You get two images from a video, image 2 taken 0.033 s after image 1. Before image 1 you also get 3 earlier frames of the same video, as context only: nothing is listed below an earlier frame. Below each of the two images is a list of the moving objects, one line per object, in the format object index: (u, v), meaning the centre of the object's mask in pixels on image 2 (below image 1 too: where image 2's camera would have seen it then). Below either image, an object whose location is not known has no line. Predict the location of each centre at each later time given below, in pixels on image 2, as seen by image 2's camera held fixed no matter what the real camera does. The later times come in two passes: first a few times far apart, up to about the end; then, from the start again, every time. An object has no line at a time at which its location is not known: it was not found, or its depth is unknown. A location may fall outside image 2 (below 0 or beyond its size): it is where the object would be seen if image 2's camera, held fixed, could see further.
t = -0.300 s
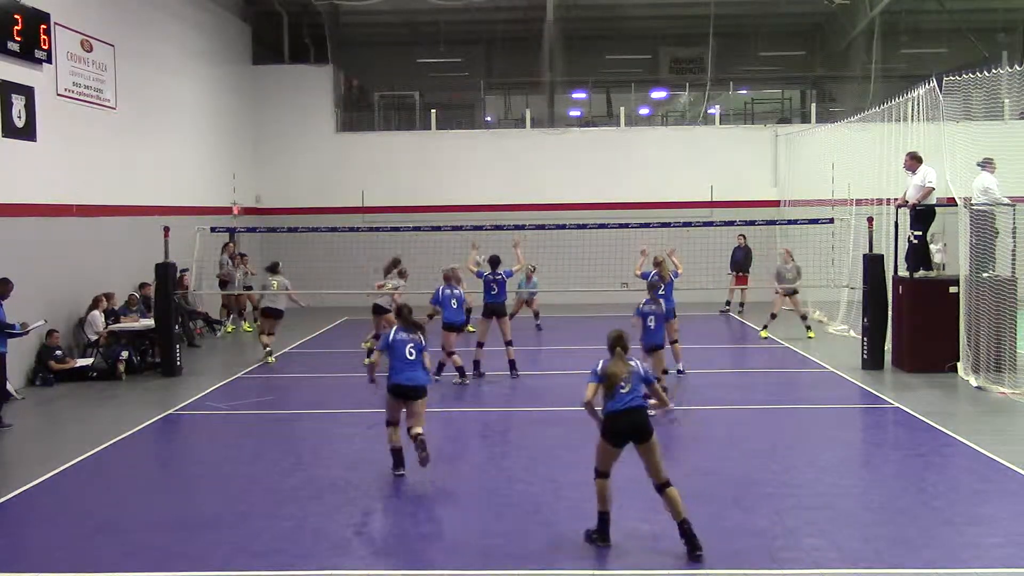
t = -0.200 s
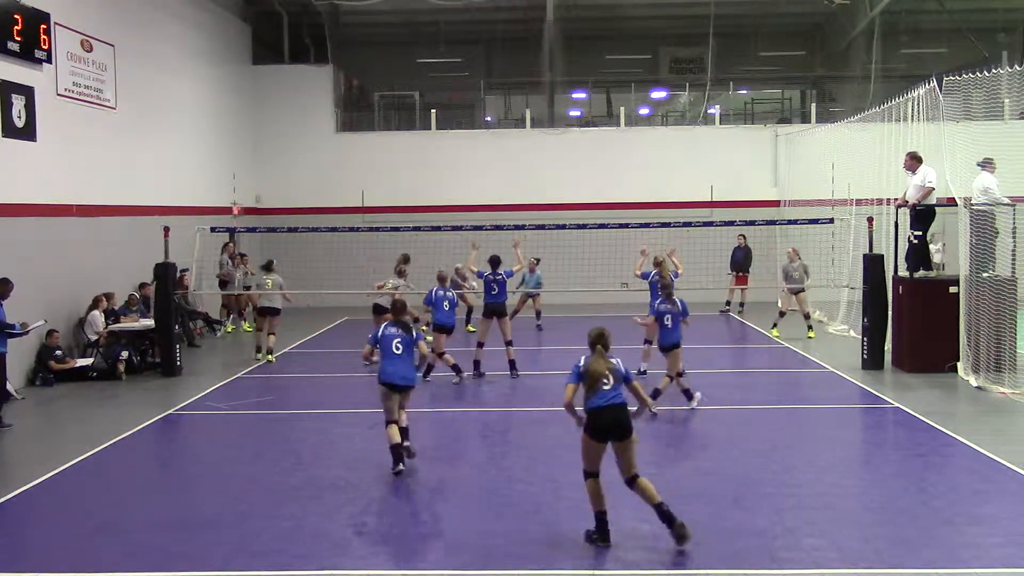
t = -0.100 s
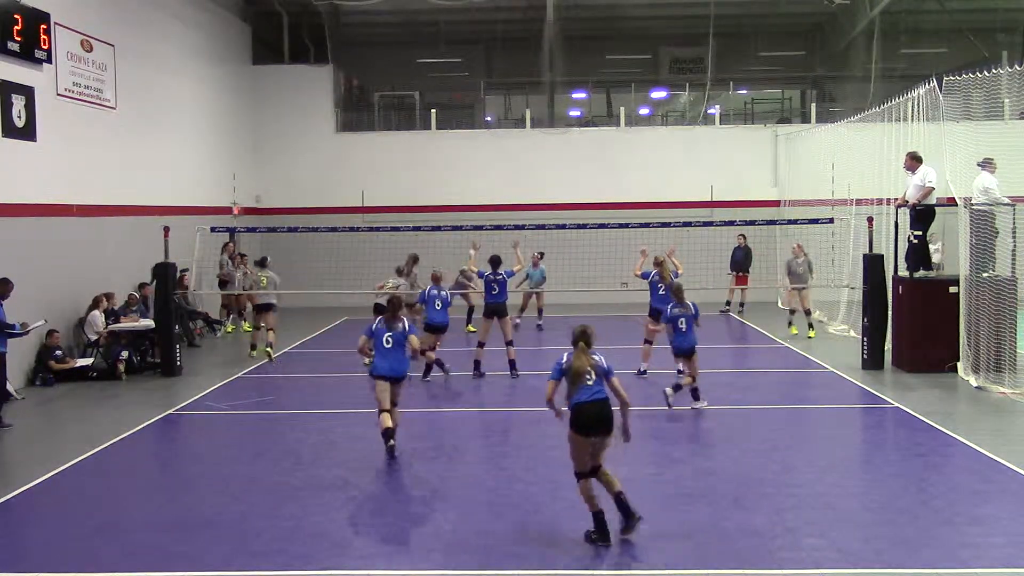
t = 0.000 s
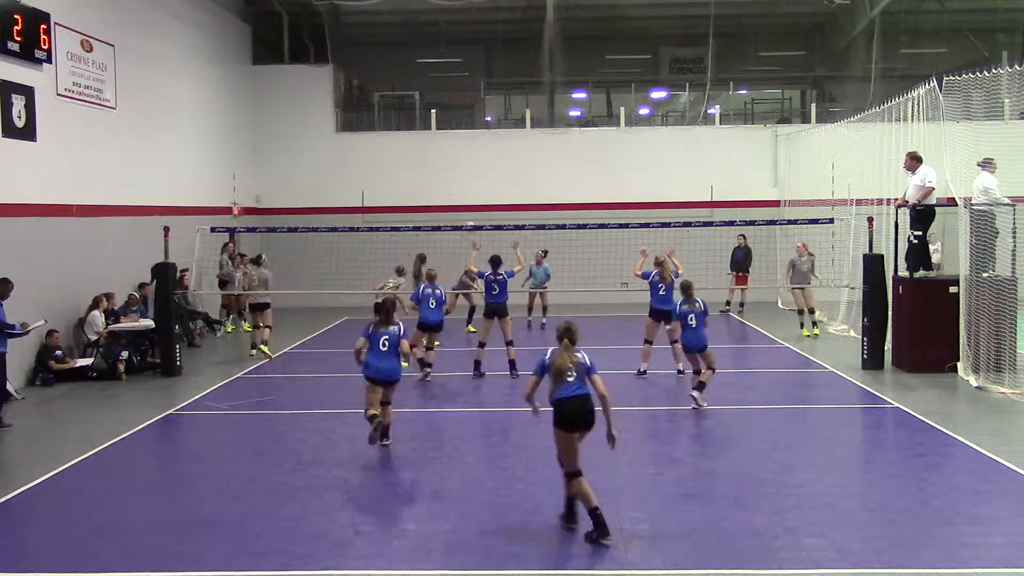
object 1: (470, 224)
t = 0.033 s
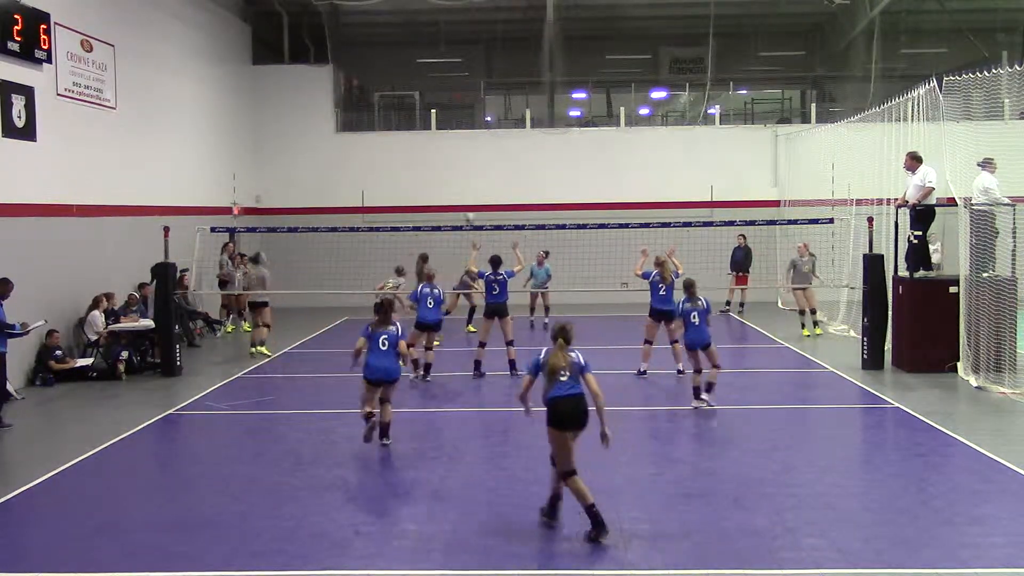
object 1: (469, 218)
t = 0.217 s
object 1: (465, 183)
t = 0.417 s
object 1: (461, 162)
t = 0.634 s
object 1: (456, 161)
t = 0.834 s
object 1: (451, 184)
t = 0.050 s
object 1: (469, 215)
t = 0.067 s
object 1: (469, 211)
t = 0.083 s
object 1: (469, 207)
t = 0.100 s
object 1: (469, 200)
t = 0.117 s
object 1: (467, 200)
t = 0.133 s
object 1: (467, 198)
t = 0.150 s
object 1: (467, 194)
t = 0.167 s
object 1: (466, 191)
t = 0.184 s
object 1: (466, 188)
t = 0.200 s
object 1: (465, 185)
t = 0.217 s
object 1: (465, 183)
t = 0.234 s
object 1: (465, 180)
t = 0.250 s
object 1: (464, 178)
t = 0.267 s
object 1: (464, 176)
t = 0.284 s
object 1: (464, 174)
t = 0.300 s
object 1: (464, 174)
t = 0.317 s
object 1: (462, 170)
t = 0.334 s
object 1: (462, 168)
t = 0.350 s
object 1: (462, 166)
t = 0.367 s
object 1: (462, 165)
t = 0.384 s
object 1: (461, 164)
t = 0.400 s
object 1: (461, 162)
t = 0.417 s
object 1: (461, 162)
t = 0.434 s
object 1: (460, 161)
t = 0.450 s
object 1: (459, 160)
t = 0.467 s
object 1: (459, 159)
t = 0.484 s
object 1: (458, 159)
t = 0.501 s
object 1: (459, 159)
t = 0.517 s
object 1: (458, 159)
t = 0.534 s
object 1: (458, 159)
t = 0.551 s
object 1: (457, 159)
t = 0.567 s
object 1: (457, 159)
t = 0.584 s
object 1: (457, 159)
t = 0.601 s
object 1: (456, 160)
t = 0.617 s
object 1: (456, 161)
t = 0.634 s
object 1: (456, 161)
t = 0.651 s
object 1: (455, 162)
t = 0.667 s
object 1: (455, 164)
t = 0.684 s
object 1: (454, 166)
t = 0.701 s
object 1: (454, 167)
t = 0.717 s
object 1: (454, 168)
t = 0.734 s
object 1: (454, 170)
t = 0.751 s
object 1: (452, 174)
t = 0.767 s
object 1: (452, 175)
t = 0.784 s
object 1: (452, 177)
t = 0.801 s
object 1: (451, 179)
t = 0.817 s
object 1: (451, 182)
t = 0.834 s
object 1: (451, 184)
